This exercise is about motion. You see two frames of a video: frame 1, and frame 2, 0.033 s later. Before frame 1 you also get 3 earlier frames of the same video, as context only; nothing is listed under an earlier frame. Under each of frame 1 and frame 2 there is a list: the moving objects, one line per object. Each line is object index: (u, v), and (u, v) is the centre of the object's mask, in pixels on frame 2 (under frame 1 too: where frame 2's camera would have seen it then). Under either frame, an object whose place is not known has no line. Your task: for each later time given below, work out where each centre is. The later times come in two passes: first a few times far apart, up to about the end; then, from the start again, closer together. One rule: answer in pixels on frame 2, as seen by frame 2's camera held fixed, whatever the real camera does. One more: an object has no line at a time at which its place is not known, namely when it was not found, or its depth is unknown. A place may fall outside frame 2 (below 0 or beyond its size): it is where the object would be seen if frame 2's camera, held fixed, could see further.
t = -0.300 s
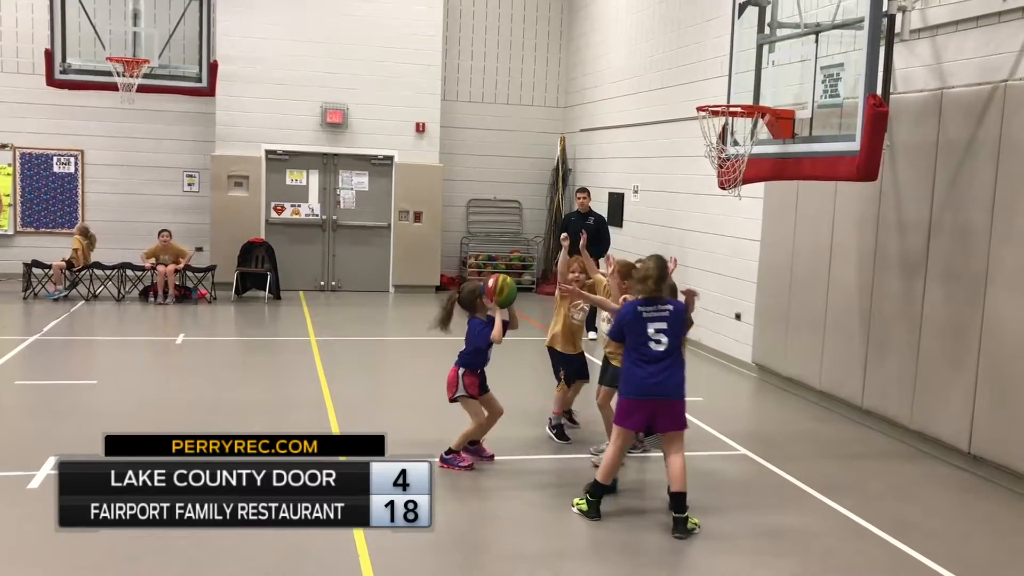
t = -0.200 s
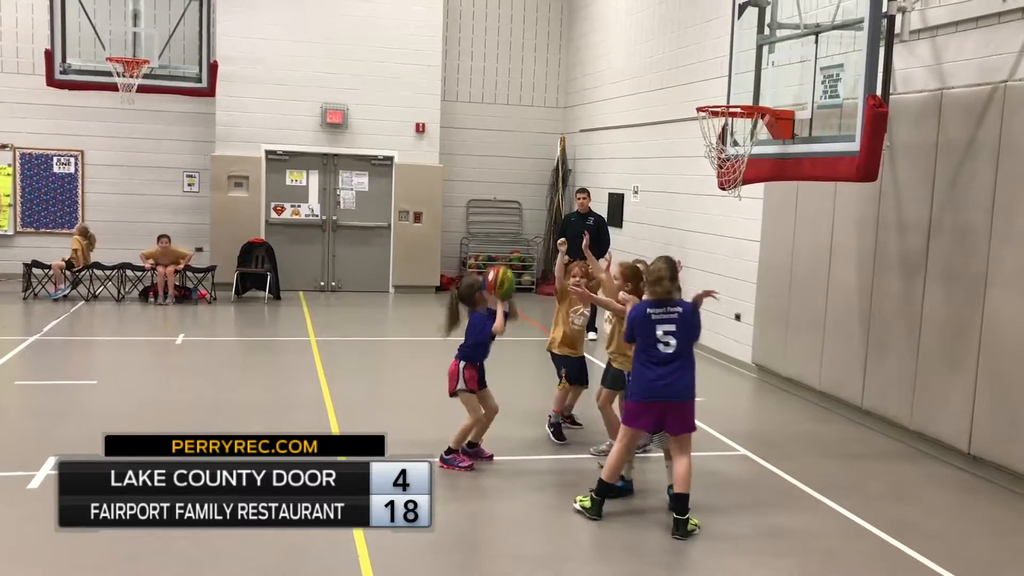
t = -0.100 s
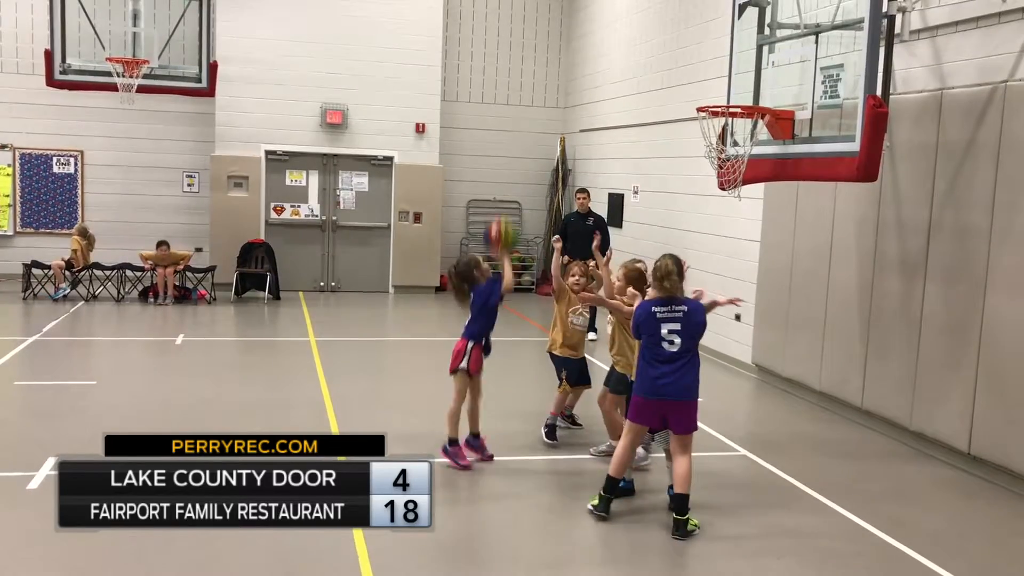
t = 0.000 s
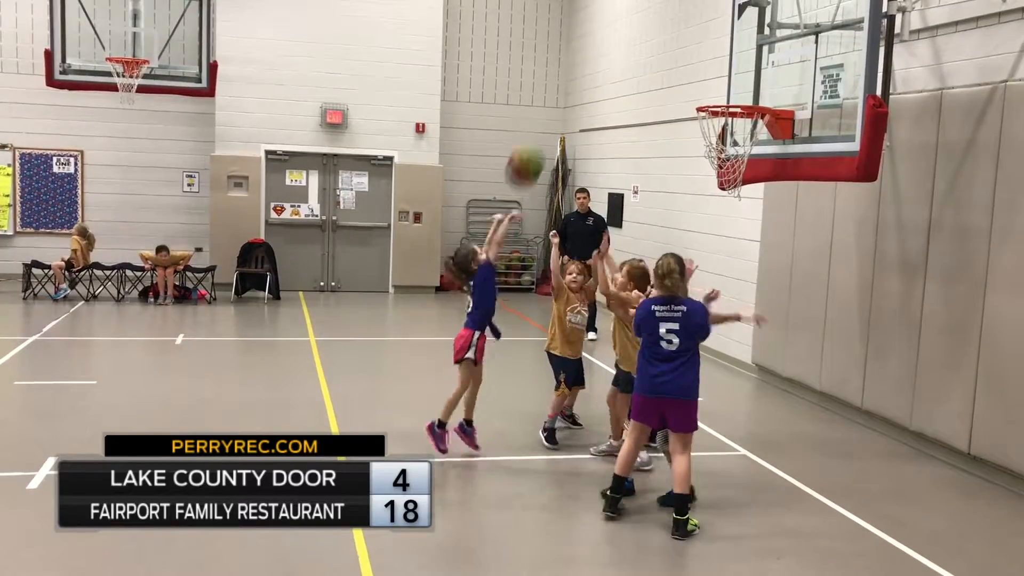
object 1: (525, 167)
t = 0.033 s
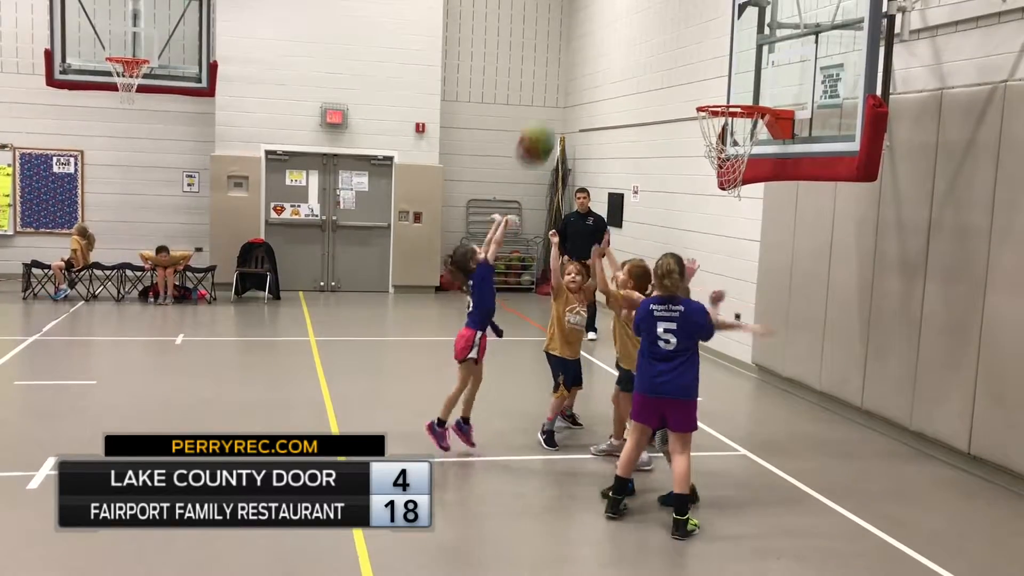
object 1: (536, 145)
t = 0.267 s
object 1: (606, 51)
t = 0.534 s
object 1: (676, 52)
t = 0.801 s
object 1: (736, 117)
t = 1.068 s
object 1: (766, 152)
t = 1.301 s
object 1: (743, 207)
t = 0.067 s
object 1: (546, 126)
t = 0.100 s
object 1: (557, 109)
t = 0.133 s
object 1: (567, 93)
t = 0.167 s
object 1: (577, 79)
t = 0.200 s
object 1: (587, 68)
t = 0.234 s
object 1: (596, 58)
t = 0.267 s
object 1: (606, 51)
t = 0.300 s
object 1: (616, 45)
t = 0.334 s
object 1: (625, 40)
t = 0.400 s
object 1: (643, 38)
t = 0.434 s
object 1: (652, 39)
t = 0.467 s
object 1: (660, 41)
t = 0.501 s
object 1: (668, 46)
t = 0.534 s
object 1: (676, 52)
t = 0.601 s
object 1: (692, 68)
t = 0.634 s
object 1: (700, 79)
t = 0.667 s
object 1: (707, 89)
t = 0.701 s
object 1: (714, 93)
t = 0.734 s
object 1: (722, 102)
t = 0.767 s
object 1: (729, 109)
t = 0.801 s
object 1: (736, 117)
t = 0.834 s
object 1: (743, 126)
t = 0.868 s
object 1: (750, 134)
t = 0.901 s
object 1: (756, 140)
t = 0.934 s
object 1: (760, 142)
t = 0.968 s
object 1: (764, 145)
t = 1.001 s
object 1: (766, 146)
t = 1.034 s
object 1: (766, 149)
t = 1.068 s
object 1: (766, 152)
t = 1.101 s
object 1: (763, 155)
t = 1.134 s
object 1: (761, 160)
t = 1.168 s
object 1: (758, 168)
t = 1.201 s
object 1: (755, 175)
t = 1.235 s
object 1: (752, 185)
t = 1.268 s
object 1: (747, 197)
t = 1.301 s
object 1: (743, 207)
